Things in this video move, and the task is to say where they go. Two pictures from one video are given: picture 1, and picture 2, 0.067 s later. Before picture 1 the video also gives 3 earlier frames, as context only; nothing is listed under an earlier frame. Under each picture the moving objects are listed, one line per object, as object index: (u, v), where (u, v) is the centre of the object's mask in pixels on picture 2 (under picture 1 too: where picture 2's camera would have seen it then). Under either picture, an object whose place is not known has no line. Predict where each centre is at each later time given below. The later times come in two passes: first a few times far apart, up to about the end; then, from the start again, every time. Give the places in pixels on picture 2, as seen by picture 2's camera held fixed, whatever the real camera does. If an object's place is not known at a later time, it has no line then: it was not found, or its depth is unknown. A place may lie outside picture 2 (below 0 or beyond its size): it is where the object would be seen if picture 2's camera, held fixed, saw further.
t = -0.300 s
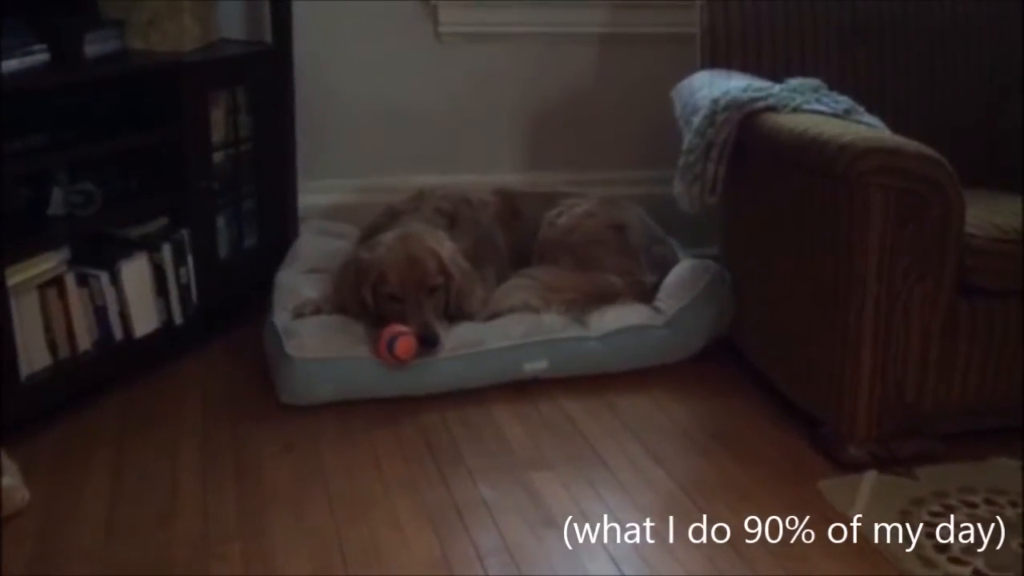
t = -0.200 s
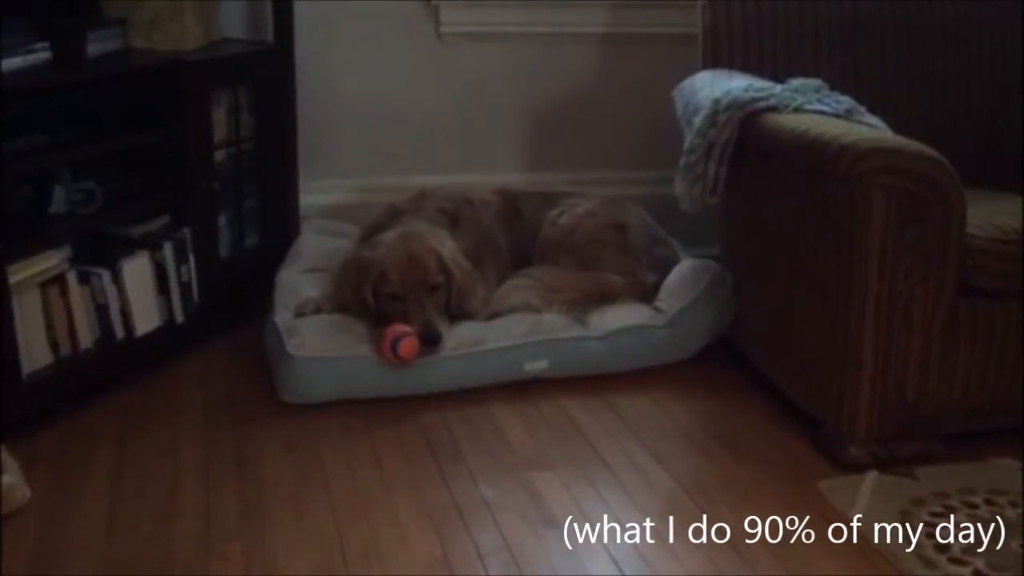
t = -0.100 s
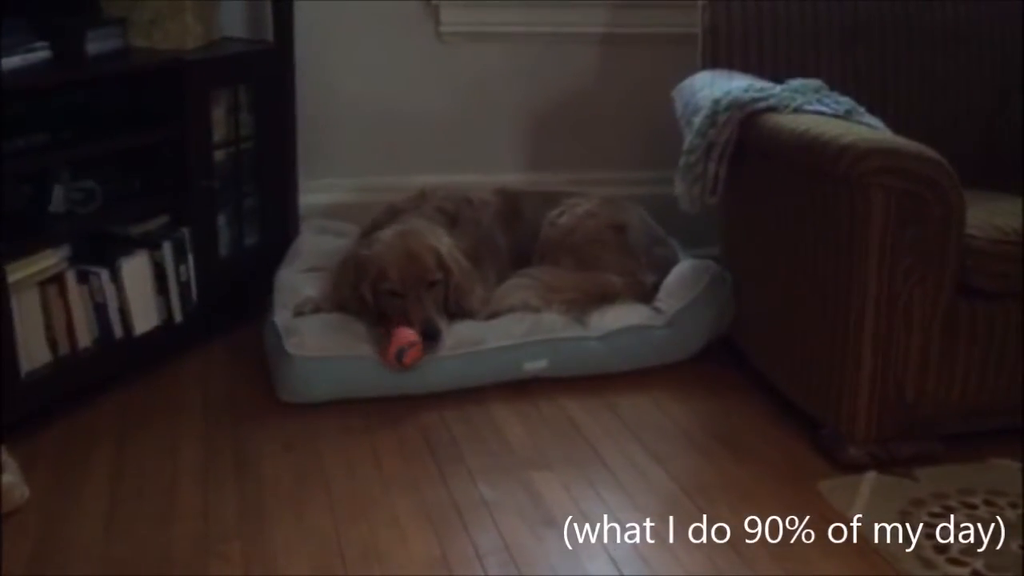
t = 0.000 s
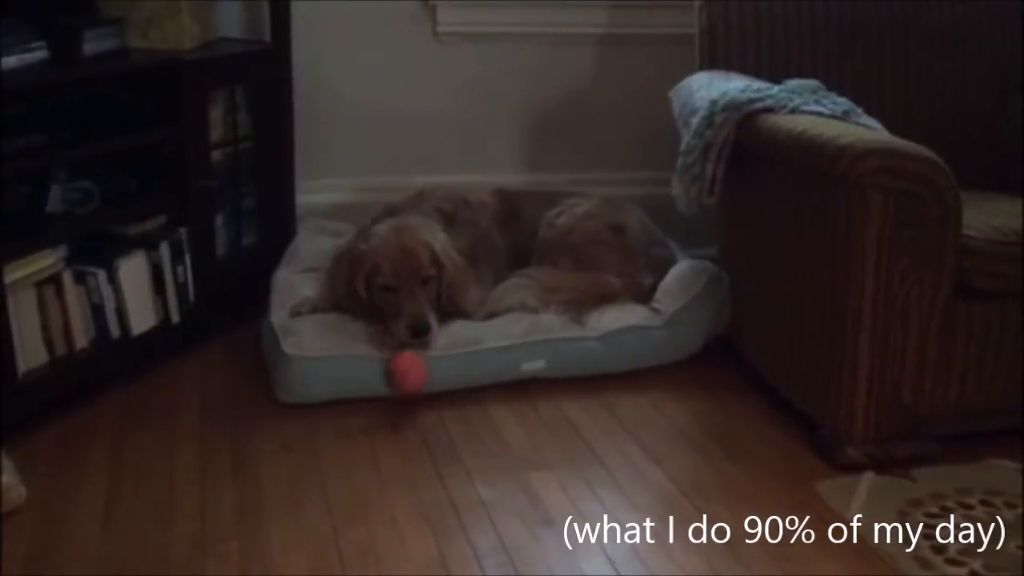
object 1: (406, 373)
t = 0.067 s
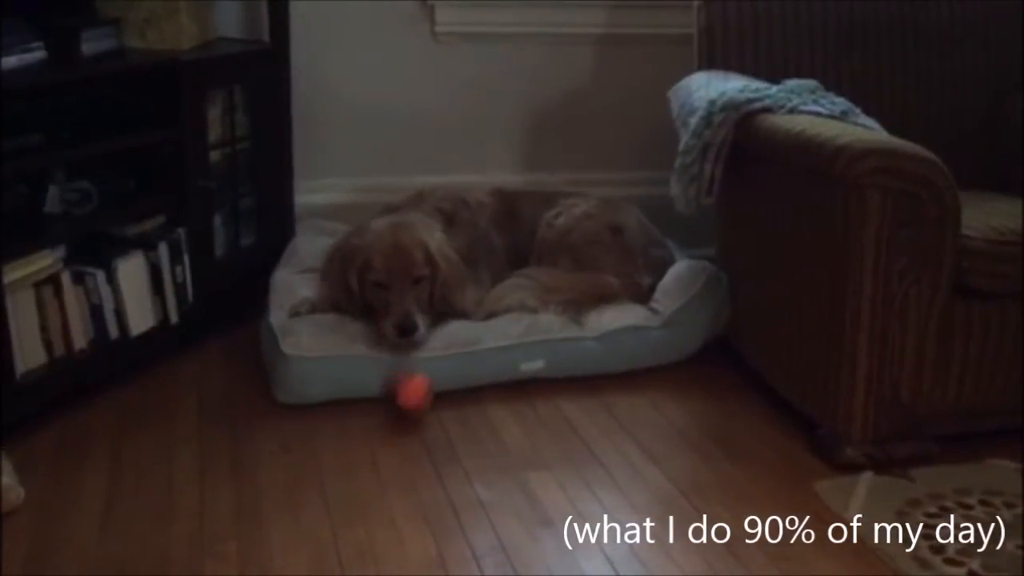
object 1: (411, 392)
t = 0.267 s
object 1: (433, 414)
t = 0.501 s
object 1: (453, 441)
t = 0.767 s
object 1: (475, 489)
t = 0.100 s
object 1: (415, 388)
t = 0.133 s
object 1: (418, 386)
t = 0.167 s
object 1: (422, 390)
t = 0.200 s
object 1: (424, 400)
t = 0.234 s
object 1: (429, 417)
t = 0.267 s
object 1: (433, 414)
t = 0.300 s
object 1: (436, 412)
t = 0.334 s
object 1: (438, 415)
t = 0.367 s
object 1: (442, 420)
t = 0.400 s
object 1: (446, 435)
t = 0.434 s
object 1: (448, 434)
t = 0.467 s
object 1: (449, 432)
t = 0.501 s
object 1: (453, 441)
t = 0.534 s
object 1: (455, 455)
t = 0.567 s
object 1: (458, 456)
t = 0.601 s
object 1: (461, 460)
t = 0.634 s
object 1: (464, 470)
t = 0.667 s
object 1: (466, 473)
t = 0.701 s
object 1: (469, 478)
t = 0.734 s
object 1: (473, 487)
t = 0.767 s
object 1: (475, 489)
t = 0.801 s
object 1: (480, 497)
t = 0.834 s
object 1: (482, 503)
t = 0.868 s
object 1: (484, 506)
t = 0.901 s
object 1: (486, 515)
